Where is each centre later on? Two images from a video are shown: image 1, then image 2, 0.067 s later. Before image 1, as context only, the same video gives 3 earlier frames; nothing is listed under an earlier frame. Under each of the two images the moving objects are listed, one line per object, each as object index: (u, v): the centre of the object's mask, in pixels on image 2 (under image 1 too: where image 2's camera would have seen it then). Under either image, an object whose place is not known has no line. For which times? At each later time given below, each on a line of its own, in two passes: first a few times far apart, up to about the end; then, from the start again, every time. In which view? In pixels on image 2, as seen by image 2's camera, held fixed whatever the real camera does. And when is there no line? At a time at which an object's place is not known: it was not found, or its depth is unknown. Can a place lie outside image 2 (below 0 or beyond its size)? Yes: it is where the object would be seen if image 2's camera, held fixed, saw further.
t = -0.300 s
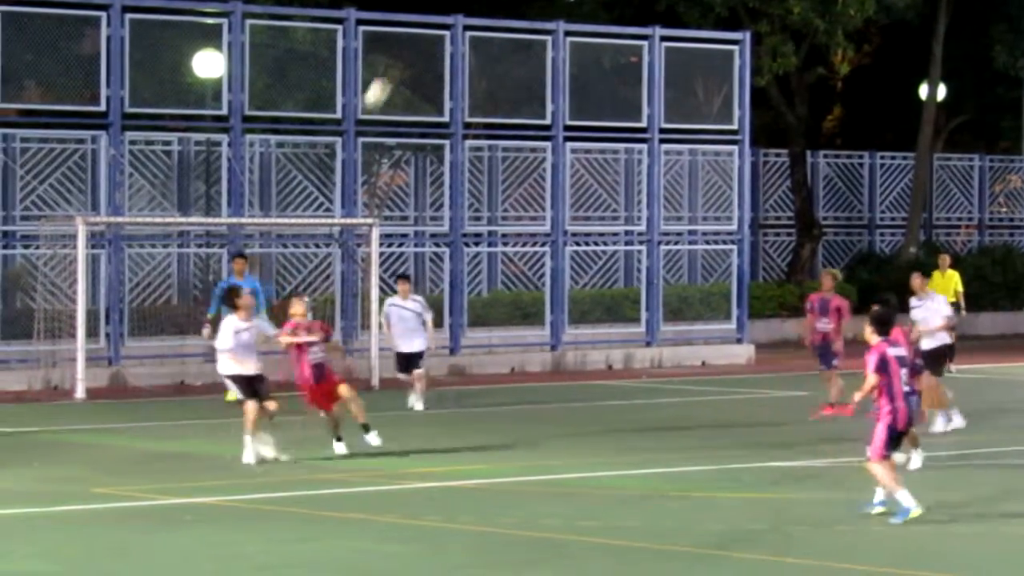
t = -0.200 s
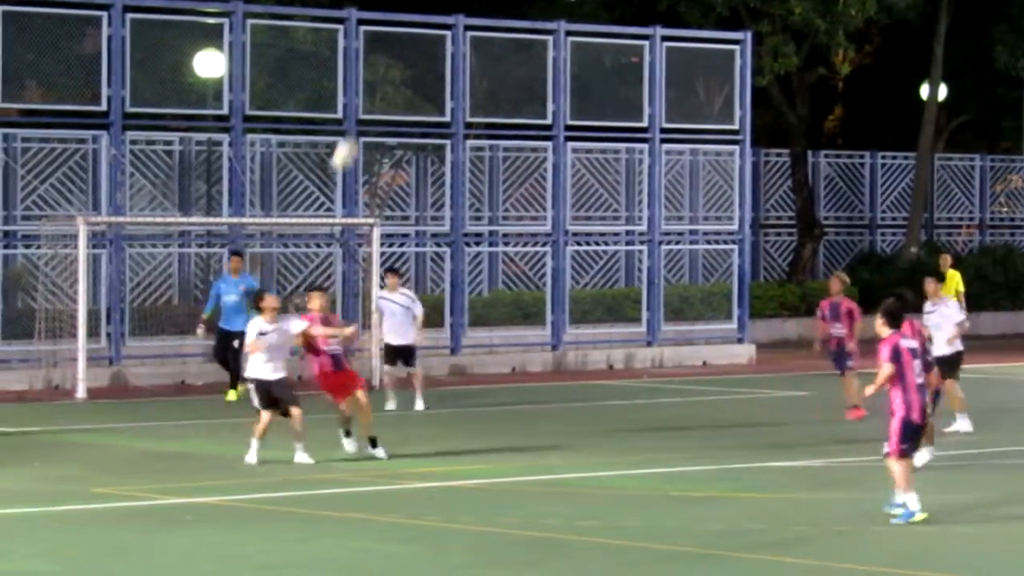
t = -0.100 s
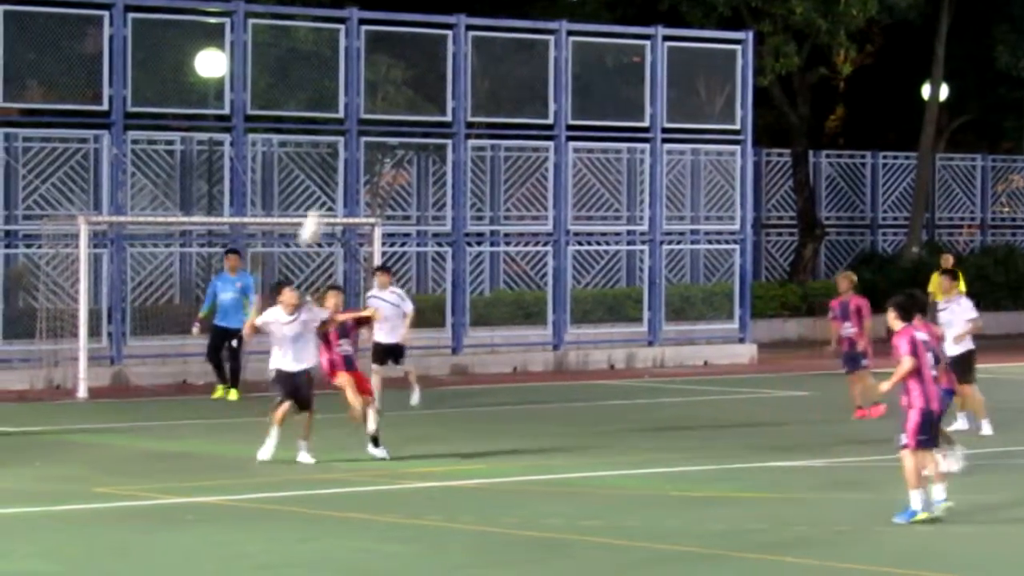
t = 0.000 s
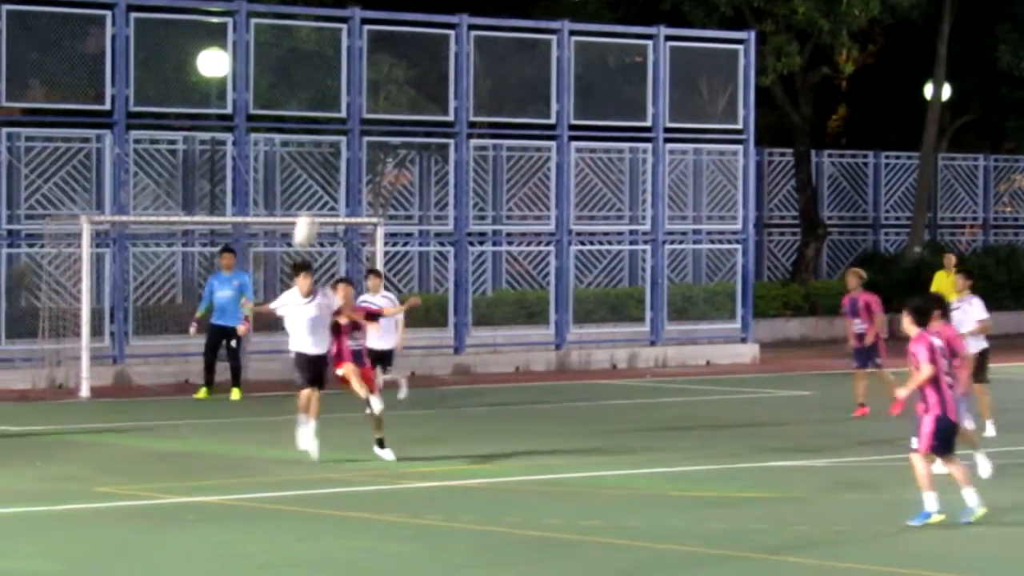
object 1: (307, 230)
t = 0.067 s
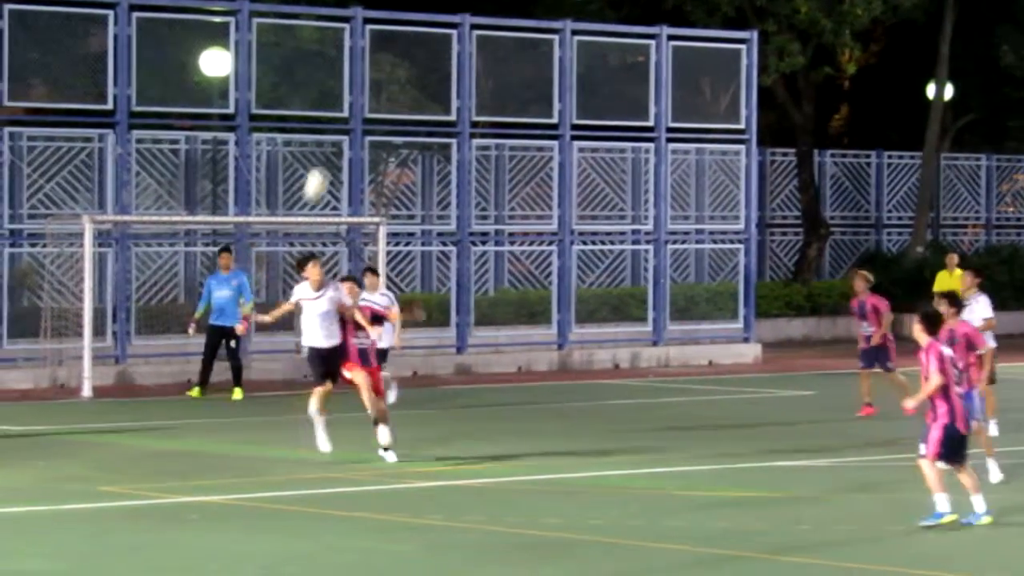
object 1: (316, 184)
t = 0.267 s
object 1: (340, 78)
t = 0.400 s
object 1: (358, 30)
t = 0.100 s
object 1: (320, 163)
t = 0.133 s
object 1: (324, 144)
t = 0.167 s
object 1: (329, 126)
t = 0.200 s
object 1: (333, 109)
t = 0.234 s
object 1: (337, 93)
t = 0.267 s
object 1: (340, 78)
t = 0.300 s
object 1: (345, 64)
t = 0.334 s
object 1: (349, 51)
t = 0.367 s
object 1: (353, 40)
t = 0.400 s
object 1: (358, 30)
